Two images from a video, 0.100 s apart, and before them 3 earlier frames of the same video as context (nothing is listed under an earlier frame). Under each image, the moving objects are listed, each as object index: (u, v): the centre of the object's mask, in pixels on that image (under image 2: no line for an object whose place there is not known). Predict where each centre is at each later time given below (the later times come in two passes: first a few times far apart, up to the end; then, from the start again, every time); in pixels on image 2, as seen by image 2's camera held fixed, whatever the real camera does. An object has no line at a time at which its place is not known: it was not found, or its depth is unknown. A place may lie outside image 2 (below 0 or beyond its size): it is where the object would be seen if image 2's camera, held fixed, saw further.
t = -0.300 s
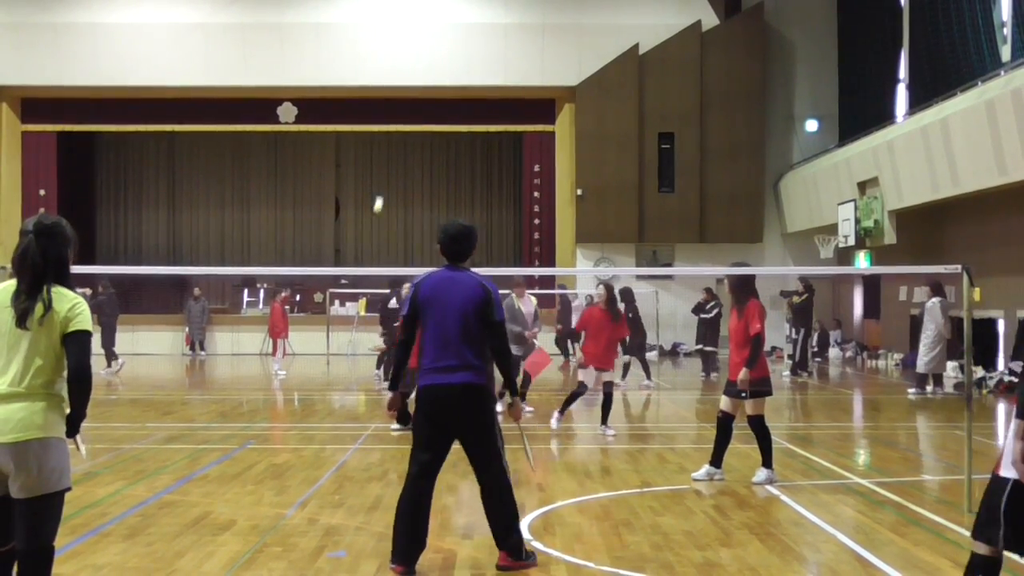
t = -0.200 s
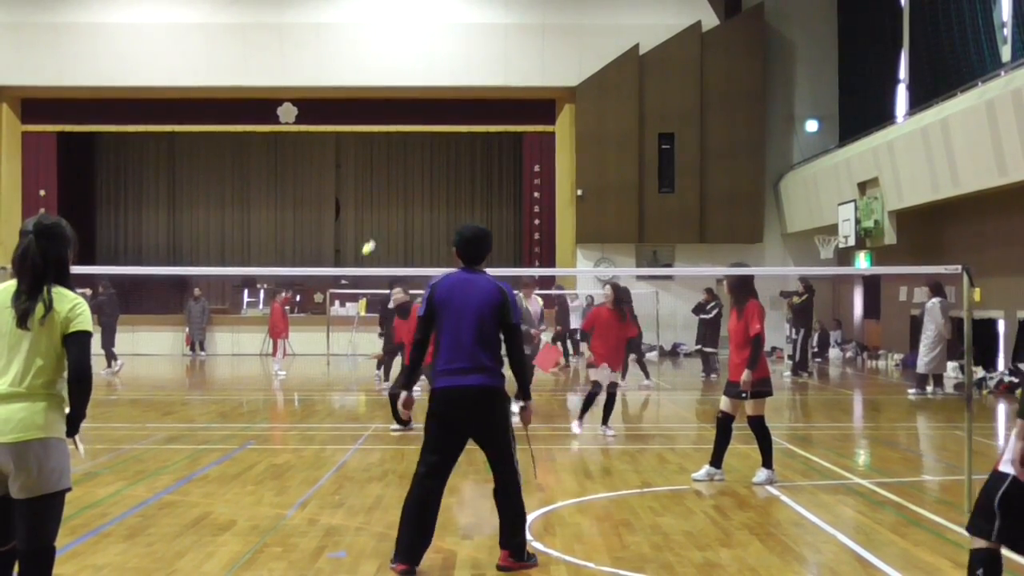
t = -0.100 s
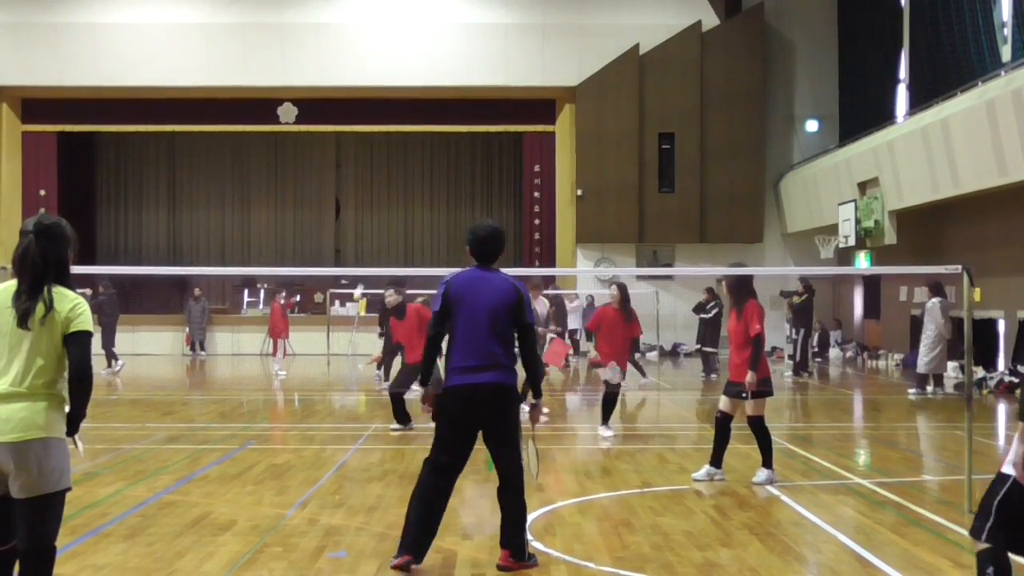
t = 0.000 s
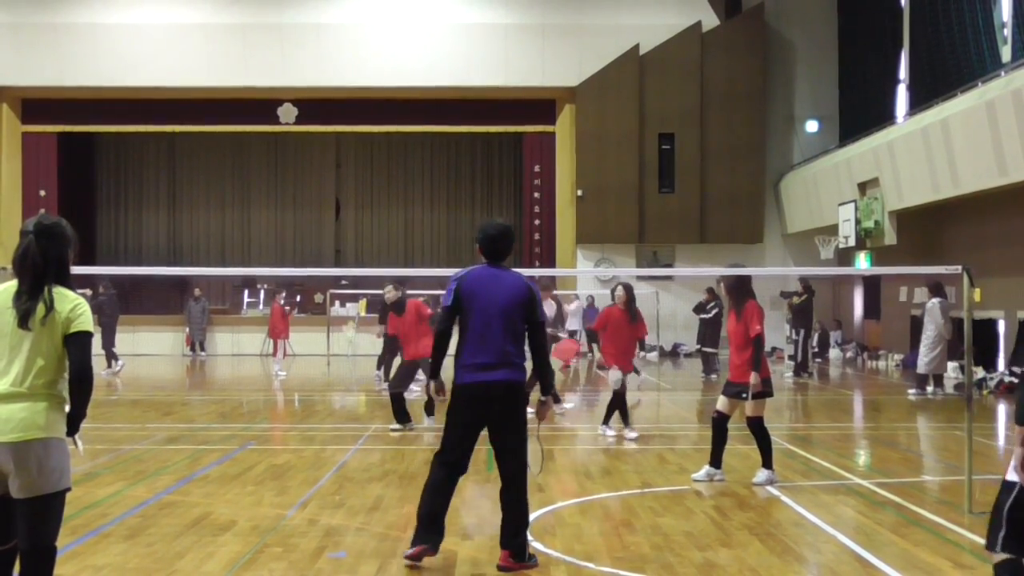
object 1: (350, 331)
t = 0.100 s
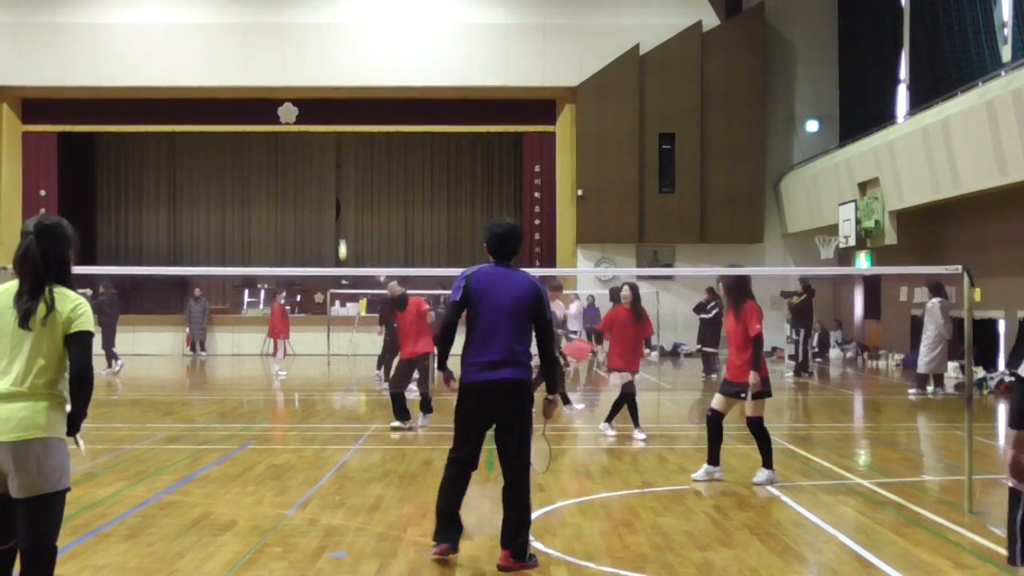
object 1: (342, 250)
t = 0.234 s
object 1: (332, 175)
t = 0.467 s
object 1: (316, 97)
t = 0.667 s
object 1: (302, 84)
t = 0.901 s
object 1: (290, 122)
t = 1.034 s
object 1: (285, 173)
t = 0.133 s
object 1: (339, 228)
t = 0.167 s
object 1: (336, 208)
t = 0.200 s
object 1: (334, 191)
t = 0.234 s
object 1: (332, 175)
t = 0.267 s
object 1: (330, 160)
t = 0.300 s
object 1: (328, 145)
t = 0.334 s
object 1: (326, 133)
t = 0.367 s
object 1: (323, 121)
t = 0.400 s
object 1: (321, 112)
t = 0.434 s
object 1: (318, 104)
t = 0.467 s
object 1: (316, 97)
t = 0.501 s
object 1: (314, 92)
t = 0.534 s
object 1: (312, 88)
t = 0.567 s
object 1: (309, 86)
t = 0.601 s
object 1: (306, 85)
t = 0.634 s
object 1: (304, 84)
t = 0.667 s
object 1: (302, 84)
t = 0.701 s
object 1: (300, 86)
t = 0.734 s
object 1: (299, 89)
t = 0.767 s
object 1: (297, 93)
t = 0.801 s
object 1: (296, 99)
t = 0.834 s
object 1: (294, 106)
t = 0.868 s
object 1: (293, 113)
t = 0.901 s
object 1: (290, 122)
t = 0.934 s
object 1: (289, 133)
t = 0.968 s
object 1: (287, 145)
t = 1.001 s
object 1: (286, 158)
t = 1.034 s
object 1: (285, 173)
